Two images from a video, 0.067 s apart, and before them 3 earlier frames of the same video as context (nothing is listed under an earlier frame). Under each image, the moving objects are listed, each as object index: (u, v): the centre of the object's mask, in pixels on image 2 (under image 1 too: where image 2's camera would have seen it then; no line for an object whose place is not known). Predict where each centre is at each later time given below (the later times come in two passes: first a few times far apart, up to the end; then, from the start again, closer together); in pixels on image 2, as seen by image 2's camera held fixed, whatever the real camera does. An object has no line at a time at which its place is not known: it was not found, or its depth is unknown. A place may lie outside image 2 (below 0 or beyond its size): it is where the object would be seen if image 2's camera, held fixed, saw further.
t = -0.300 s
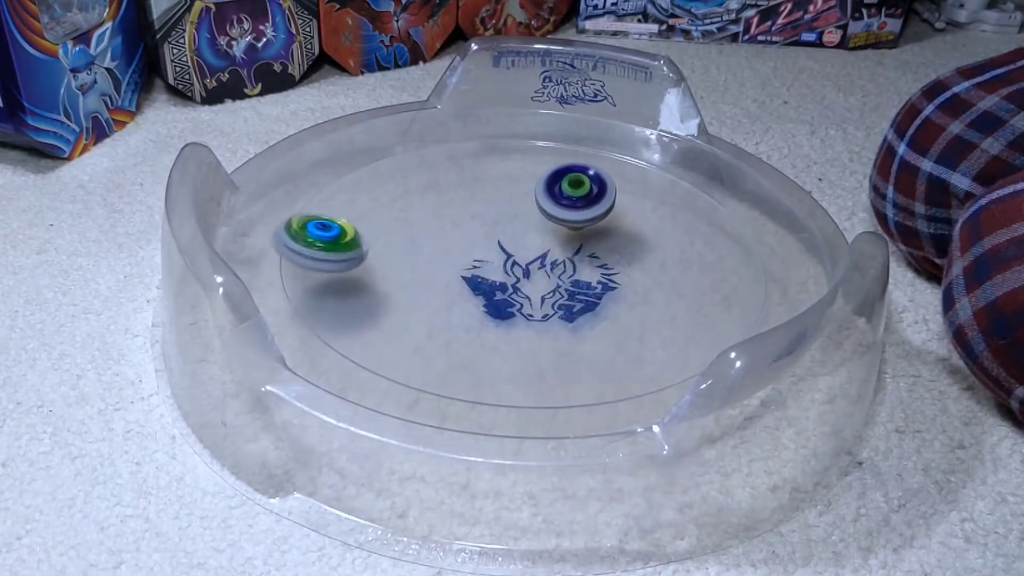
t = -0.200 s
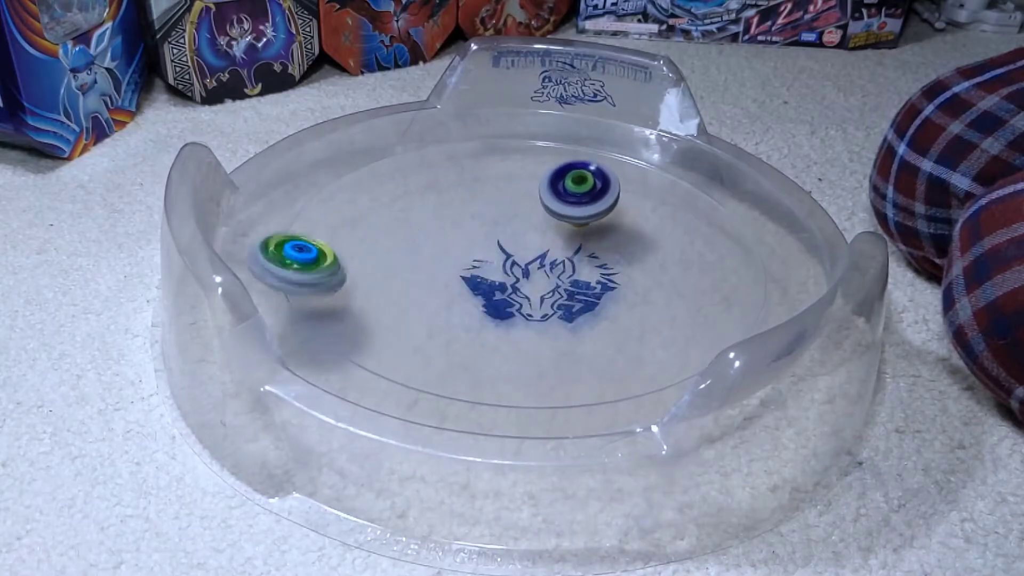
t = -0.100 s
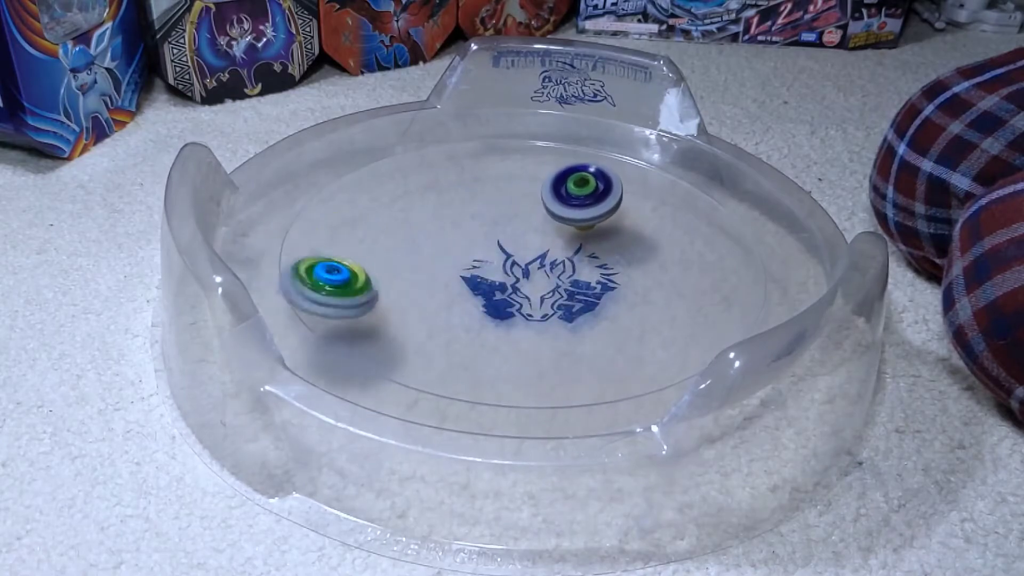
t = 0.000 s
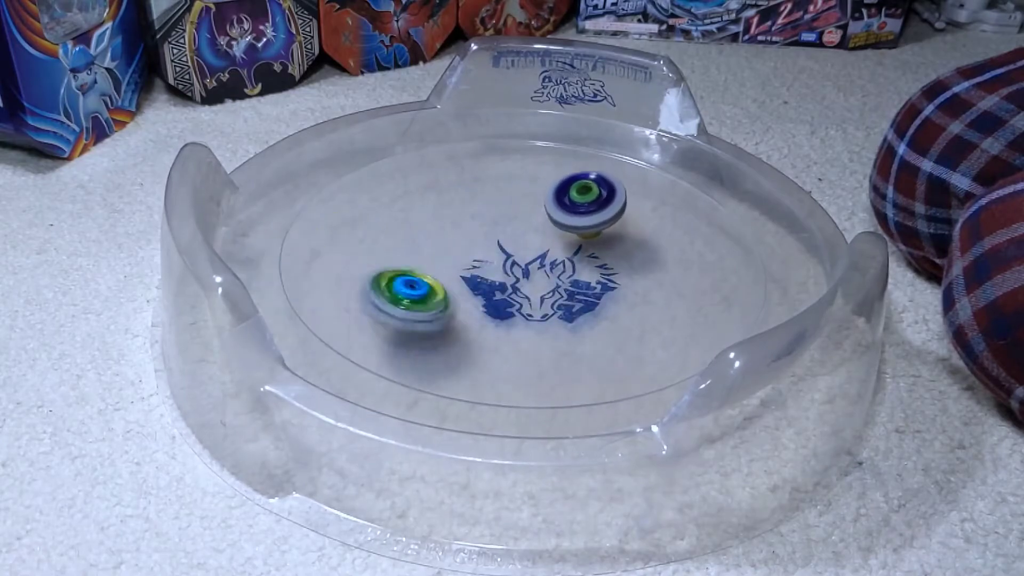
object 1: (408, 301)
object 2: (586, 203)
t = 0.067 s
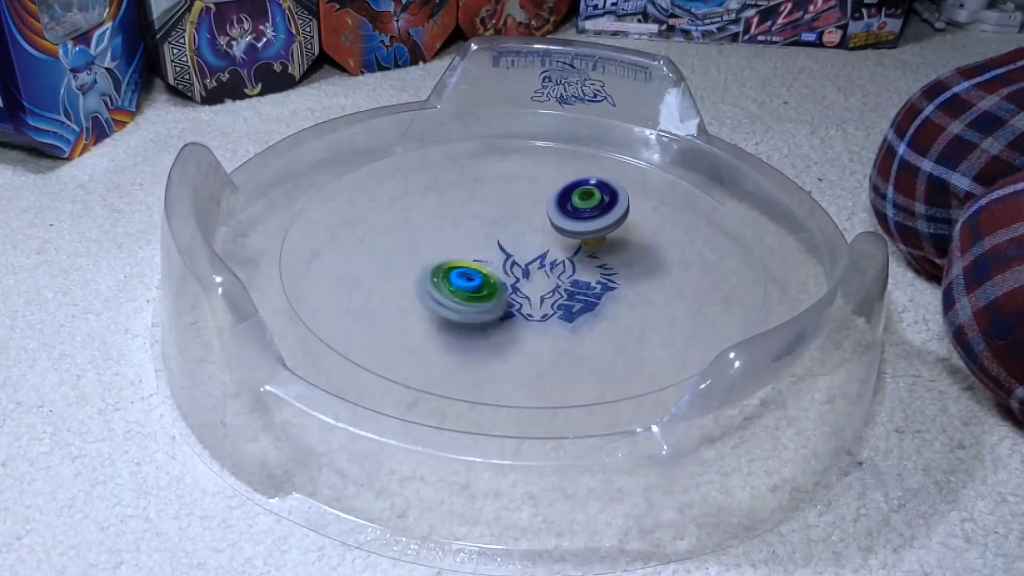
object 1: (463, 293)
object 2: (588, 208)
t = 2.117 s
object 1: (587, 250)
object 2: (473, 224)
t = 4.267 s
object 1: (485, 226)
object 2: (549, 259)
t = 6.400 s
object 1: (483, 328)
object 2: (587, 246)
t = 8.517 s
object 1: (690, 289)
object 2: (533, 225)
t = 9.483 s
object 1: (434, 298)
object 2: (559, 252)
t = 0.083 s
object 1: (474, 288)
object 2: (589, 210)
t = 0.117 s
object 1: (489, 275)
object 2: (590, 213)
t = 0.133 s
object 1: (495, 269)
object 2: (591, 214)
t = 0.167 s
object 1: (504, 253)
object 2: (592, 217)
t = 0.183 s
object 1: (506, 244)
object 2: (593, 219)
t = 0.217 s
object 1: (506, 227)
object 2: (595, 222)
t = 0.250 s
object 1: (501, 210)
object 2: (597, 225)
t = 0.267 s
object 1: (496, 202)
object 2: (598, 227)
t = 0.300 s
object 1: (484, 186)
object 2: (600, 230)
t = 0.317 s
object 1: (475, 179)
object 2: (601, 231)
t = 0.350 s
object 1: (459, 166)
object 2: (602, 235)
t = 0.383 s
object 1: (439, 157)
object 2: (603, 238)
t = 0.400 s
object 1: (430, 152)
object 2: (603, 239)
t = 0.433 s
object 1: (410, 146)
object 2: (604, 243)
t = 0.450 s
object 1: (401, 145)
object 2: (604, 244)
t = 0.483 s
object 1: (386, 150)
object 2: (604, 247)
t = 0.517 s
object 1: (379, 157)
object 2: (603, 250)
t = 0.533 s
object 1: (378, 162)
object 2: (603, 252)
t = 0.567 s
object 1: (378, 173)
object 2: (602, 255)
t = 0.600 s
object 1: (382, 187)
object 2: (601, 257)
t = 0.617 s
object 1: (385, 196)
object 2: (601, 259)
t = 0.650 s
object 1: (399, 214)
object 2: (598, 263)
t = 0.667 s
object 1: (408, 222)
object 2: (596, 265)
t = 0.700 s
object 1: (430, 237)
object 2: (590, 270)
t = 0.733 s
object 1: (458, 247)
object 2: (586, 274)
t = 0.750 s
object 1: (472, 251)
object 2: (583, 276)
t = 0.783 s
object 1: (502, 255)
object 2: (578, 280)
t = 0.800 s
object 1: (514, 253)
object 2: (576, 282)
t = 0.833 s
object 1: (541, 247)
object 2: (571, 285)
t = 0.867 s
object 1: (571, 241)
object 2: (566, 289)
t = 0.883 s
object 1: (584, 238)
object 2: (563, 290)
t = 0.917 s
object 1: (604, 229)
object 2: (559, 293)
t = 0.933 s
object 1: (613, 222)
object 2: (556, 294)
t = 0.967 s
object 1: (626, 208)
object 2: (553, 296)
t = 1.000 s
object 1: (634, 192)
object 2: (549, 298)
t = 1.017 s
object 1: (635, 184)
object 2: (547, 298)
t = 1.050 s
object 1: (638, 168)
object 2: (544, 300)
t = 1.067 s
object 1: (636, 161)
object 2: (542, 300)
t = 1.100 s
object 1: (631, 149)
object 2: (537, 300)
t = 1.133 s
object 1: (614, 146)
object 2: (533, 300)
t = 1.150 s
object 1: (608, 145)
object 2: (530, 299)
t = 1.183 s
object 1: (593, 142)
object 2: (526, 298)
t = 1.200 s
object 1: (586, 143)
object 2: (523, 297)
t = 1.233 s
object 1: (572, 147)
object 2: (519, 295)
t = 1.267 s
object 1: (559, 156)
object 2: (514, 292)
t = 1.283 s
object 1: (552, 161)
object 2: (511, 292)
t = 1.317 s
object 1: (538, 175)
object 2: (507, 290)
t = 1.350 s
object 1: (528, 192)
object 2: (503, 288)
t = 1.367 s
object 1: (525, 201)
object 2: (500, 287)
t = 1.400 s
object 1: (525, 219)
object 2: (496, 285)
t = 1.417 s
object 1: (527, 227)
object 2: (494, 284)
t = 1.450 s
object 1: (536, 241)
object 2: (490, 283)
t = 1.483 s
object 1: (550, 256)
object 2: (485, 280)
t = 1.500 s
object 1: (559, 263)
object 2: (483, 279)
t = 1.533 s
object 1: (577, 274)
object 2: (480, 276)
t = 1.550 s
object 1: (590, 278)
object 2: (479, 275)
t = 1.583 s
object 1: (615, 285)
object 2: (476, 272)
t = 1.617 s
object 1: (642, 288)
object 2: (474, 270)
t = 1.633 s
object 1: (656, 287)
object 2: (473, 269)
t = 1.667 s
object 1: (685, 284)
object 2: (471, 266)
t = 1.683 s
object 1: (697, 281)
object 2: (470, 265)
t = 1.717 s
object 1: (722, 274)
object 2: (469, 262)
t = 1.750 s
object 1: (746, 265)
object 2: (468, 259)
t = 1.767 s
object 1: (756, 259)
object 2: (467, 257)
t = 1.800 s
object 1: (755, 250)
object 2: (467, 254)
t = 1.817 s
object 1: (751, 247)
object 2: (467, 253)
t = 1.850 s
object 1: (747, 239)
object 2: (467, 250)
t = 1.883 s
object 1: (739, 233)
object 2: (466, 247)
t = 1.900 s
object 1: (735, 231)
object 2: (466, 245)
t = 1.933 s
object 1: (721, 229)
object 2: (467, 241)
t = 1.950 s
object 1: (712, 228)
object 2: (467, 238)
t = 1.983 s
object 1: (690, 227)
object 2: (468, 234)
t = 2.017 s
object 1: (664, 229)
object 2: (469, 231)
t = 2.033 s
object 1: (650, 231)
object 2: (469, 230)
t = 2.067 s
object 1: (622, 237)
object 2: (471, 228)
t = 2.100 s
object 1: (599, 245)
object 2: (472, 225)
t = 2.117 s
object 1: (587, 250)
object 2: (473, 224)
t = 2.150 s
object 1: (568, 261)
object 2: (474, 222)
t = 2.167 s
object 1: (557, 268)
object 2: (475, 221)
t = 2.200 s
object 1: (544, 279)
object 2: (477, 219)
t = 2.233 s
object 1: (534, 293)
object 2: (480, 218)
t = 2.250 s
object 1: (531, 300)
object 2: (481, 217)
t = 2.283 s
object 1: (529, 313)
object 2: (485, 216)
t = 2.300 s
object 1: (530, 319)
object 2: (486, 216)
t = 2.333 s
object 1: (536, 330)
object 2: (489, 215)
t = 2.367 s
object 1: (547, 340)
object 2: (493, 214)
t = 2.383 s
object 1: (557, 345)
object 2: (494, 214)
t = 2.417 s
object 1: (579, 351)
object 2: (498, 214)
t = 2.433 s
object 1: (590, 353)
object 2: (501, 214)
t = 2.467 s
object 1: (617, 356)
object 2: (505, 213)
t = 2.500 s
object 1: (639, 356)
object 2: (510, 213)
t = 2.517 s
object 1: (645, 353)
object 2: (512, 213)
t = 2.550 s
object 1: (655, 347)
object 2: (517, 213)
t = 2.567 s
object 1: (660, 343)
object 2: (520, 214)
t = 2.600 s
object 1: (662, 333)
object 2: (525, 214)
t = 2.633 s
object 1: (658, 323)
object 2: (530, 214)
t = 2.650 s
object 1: (653, 317)
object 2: (533, 214)
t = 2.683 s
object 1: (642, 305)
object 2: (538, 214)
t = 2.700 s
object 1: (633, 301)
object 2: (541, 214)
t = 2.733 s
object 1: (612, 291)
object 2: (546, 214)
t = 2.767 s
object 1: (589, 283)
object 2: (552, 214)
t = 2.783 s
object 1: (578, 279)
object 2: (555, 214)
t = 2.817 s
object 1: (552, 274)
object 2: (563, 216)
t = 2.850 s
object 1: (526, 269)
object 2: (570, 218)
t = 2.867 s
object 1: (511, 269)
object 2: (573, 218)
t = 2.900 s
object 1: (485, 266)
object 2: (577, 220)
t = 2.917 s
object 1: (471, 266)
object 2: (579, 221)
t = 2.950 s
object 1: (444, 266)
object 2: (582, 222)
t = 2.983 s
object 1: (420, 268)
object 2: (585, 223)
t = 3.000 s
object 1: (409, 269)
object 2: (586, 224)
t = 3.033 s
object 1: (388, 274)
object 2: (588, 225)
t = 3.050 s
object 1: (379, 277)
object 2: (589, 226)
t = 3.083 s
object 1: (366, 286)
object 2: (591, 228)
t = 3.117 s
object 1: (360, 296)
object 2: (593, 229)
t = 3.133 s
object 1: (360, 302)
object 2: (594, 230)
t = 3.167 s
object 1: (366, 314)
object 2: (596, 233)
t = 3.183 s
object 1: (373, 318)
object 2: (597, 234)
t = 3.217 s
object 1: (394, 327)
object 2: (598, 236)
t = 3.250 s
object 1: (422, 332)
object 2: (599, 238)
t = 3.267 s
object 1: (437, 333)
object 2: (599, 239)
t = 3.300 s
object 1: (465, 332)
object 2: (599, 242)
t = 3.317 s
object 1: (476, 330)
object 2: (599, 243)
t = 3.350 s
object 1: (499, 323)
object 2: (599, 246)
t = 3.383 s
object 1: (513, 313)
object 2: (599, 249)
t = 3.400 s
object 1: (520, 307)
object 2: (599, 251)
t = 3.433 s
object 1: (526, 294)
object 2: (598, 253)
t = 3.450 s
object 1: (524, 287)
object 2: (601, 254)
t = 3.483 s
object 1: (498, 269)
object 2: (635, 249)
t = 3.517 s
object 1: (478, 254)
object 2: (663, 251)
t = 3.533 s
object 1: (468, 245)
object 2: (674, 252)
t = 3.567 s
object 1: (455, 229)
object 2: (689, 253)
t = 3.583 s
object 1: (447, 222)
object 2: (693, 253)
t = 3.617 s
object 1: (434, 208)
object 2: (696, 252)
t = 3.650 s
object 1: (421, 195)
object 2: (694, 251)
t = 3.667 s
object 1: (413, 189)
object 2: (693, 250)
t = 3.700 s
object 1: (399, 178)
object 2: (689, 248)
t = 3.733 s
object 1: (385, 168)
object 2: (683, 246)
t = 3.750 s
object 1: (379, 164)
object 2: (680, 246)
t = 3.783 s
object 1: (366, 154)
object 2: (672, 245)
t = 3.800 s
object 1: (365, 155)
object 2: (667, 245)
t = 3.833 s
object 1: (366, 160)
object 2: (658, 245)
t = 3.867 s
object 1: (368, 162)
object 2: (648, 246)
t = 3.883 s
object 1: (368, 162)
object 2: (644, 246)
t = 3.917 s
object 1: (366, 162)
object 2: (634, 247)
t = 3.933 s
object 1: (366, 163)
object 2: (629, 247)
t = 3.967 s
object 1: (366, 164)
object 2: (619, 248)
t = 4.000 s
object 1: (369, 168)
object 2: (609, 250)
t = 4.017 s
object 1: (371, 171)
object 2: (605, 251)
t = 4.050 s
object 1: (376, 175)
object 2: (596, 252)
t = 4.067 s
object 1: (380, 180)
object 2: (591, 253)
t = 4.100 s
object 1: (391, 188)
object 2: (584, 254)
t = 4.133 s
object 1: (403, 199)
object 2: (576, 255)
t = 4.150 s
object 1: (412, 204)
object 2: (572, 256)
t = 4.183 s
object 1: (431, 215)
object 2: (565, 257)
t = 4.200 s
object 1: (442, 218)
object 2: (562, 258)
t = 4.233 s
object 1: (465, 225)
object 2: (556, 259)
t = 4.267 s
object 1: (485, 226)
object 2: (549, 259)
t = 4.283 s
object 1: (495, 225)
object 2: (546, 260)
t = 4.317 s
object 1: (516, 221)
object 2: (541, 260)
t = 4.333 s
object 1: (529, 219)
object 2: (539, 261)
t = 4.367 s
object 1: (550, 218)
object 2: (533, 261)
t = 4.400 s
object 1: (569, 217)
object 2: (530, 261)
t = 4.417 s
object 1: (576, 215)
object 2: (527, 261)
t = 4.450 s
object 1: (594, 207)
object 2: (522, 261)
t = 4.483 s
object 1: (606, 198)
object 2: (517, 261)
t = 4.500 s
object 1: (612, 194)
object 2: (515, 261)
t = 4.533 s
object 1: (621, 184)
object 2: (511, 260)
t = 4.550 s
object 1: (624, 179)
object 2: (508, 260)
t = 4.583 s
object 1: (633, 169)
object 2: (504, 259)
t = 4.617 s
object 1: (636, 160)
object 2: (500, 259)
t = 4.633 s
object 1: (636, 156)
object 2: (499, 258)
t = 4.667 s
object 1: (637, 151)
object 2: (495, 257)
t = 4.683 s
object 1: (633, 152)
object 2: (493, 257)
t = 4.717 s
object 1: (627, 154)
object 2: (490, 256)
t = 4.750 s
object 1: (620, 157)
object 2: (487, 254)
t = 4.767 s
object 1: (618, 159)
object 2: (485, 254)
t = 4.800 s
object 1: (611, 166)
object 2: (482, 253)
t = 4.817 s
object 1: (607, 169)
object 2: (481, 252)
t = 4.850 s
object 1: (600, 176)
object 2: (478, 250)
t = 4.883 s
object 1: (590, 188)
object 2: (477, 249)
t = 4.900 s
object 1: (586, 194)
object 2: (476, 248)
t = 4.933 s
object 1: (582, 208)
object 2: (474, 246)
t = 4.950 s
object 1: (579, 215)
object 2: (474, 245)
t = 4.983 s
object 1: (579, 227)
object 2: (473, 243)
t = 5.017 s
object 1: (581, 240)
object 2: (472, 241)
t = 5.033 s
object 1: (583, 246)
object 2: (472, 240)
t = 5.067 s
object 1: (589, 258)
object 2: (472, 238)
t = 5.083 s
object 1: (592, 263)
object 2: (472, 237)
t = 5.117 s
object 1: (602, 274)
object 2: (473, 235)
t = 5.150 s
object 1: (613, 283)
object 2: (475, 233)
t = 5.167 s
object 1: (620, 287)
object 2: (476, 233)
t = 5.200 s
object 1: (634, 295)
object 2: (478, 231)
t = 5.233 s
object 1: (651, 300)
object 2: (480, 229)
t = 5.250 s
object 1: (658, 302)
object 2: (481, 228)
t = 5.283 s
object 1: (677, 305)
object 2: (484, 227)
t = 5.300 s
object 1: (686, 305)
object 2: (486, 226)
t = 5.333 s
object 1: (702, 305)
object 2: (489, 225)
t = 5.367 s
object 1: (722, 306)
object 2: (494, 225)
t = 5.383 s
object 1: (730, 305)
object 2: (496, 225)
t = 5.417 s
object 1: (741, 302)
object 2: (501, 225)
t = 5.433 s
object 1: (743, 302)
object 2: (502, 225)
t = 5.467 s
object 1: (747, 297)
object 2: (505, 224)
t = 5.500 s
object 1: (742, 295)
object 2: (507, 223)
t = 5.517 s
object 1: (738, 294)
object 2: (508, 223)
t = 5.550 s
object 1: (732, 290)
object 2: (511, 222)
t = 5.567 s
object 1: (725, 291)
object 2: (513, 221)
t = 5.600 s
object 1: (709, 288)
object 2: (517, 221)
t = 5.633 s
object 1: (691, 285)
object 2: (520, 221)
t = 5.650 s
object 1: (680, 283)
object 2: (523, 220)
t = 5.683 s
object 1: (658, 282)
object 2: (527, 220)
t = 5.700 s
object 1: (647, 281)
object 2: (529, 220)
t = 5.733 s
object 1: (625, 282)
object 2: (533, 220)
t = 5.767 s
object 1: (601, 283)
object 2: (536, 221)
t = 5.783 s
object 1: (591, 284)
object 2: (538, 220)
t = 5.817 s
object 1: (568, 286)
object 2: (542, 221)
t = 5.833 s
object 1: (558, 286)
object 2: (544, 221)
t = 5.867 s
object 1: (536, 289)
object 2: (548, 222)
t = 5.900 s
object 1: (516, 292)
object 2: (552, 222)
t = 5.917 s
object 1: (505, 293)
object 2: (553, 223)
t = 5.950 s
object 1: (484, 296)
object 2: (557, 224)
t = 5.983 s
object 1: (468, 299)
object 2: (561, 225)
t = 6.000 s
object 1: (457, 301)
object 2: (563, 226)
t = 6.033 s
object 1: (441, 305)
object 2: (566, 227)
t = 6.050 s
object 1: (435, 307)
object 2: (568, 228)
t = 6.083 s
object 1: (422, 313)
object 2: (570, 229)
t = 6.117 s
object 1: (412, 319)
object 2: (574, 231)
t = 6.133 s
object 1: (409, 323)
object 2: (575, 232)
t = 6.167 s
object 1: (409, 330)
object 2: (578, 234)
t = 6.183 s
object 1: (411, 334)
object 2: (579, 235)
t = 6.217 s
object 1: (415, 339)
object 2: (581, 236)
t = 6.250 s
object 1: (424, 341)
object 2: (583, 238)
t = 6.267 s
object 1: (430, 342)
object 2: (583, 239)
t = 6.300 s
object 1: (439, 341)
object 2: (585, 241)
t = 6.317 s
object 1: (444, 341)
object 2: (586, 242)
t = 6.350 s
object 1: (460, 336)
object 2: (586, 244)
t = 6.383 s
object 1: (476, 331)
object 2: (587, 246)
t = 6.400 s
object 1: (483, 328)
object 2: (587, 246)
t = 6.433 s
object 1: (489, 319)
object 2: (587, 249)
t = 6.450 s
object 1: (491, 315)
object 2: (586, 250)
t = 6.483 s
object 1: (496, 305)
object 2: (586, 252)
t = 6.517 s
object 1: (497, 295)
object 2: (585, 253)
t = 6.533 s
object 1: (496, 290)
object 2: (585, 254)
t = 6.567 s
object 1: (494, 278)
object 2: (584, 256)
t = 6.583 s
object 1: (492, 272)
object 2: (583, 257)
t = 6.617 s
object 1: (489, 261)
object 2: (582, 259)
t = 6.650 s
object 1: (483, 250)
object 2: (580, 260)
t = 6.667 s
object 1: (479, 244)
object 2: (579, 261)
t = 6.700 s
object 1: (472, 233)
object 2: (576, 263)
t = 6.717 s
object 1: (468, 228)
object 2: (574, 264)
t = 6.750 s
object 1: (459, 218)
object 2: (571, 265)
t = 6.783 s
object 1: (447, 208)
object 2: (569, 266)
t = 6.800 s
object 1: (441, 203)
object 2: (567, 267)
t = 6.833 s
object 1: (429, 195)
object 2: (563, 268)
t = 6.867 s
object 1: (415, 188)
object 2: (560, 269)
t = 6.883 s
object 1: (408, 186)
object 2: (558, 269)
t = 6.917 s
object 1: (395, 184)
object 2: (555, 270)
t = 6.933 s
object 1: (390, 185)
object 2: (553, 270)
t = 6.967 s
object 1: (383, 190)
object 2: (549, 271)
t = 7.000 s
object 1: (381, 197)
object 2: (546, 272)
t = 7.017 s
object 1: (383, 202)
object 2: (544, 272)
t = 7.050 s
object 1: (392, 212)
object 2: (540, 272)
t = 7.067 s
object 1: (399, 218)
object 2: (538, 272)
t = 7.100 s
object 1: (416, 228)
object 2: (534, 272)
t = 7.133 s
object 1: (434, 234)
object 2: (531, 272)
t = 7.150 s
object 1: (444, 239)
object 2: (529, 271)
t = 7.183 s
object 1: (459, 239)
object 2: (526, 271)
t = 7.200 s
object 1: (467, 238)
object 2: (523, 271)
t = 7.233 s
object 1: (485, 235)
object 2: (520, 270)
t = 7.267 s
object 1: (511, 231)
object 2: (517, 270)
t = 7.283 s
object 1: (523, 232)
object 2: (515, 269)
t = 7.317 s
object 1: (543, 231)
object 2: (512, 268)
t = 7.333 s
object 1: (551, 232)
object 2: (510, 267)
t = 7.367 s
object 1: (565, 230)
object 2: (506, 265)
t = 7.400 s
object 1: (580, 225)
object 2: (503, 263)
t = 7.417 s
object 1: (587, 223)
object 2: (502, 262)
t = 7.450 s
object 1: (600, 215)
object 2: (499, 260)
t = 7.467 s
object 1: (606, 211)
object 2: (498, 259)
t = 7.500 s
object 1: (615, 202)
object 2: (495, 258)
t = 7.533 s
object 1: (621, 192)
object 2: (493, 256)
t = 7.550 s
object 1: (623, 188)
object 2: (492, 255)
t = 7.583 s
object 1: (622, 178)
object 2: (490, 253)
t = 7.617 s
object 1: (618, 172)
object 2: (489, 251)
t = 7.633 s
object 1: (615, 169)
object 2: (488, 251)
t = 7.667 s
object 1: (608, 169)
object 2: (487, 249)
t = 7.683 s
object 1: (604, 169)
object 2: (487, 248)
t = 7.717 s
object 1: (595, 172)
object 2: (487, 246)
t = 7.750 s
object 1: (586, 179)
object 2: (487, 244)
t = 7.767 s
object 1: (581, 183)
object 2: (487, 243)
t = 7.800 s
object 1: (573, 193)
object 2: (488, 241)
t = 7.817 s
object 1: (570, 199)
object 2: (489, 240)
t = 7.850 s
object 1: (566, 211)
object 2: (490, 238)
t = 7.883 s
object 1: (566, 221)
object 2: (491, 236)
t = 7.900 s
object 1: (568, 228)
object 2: (493, 235)
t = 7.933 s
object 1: (571, 239)
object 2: (495, 234)
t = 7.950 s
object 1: (571, 245)
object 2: (496, 233)
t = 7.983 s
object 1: (575, 255)
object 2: (496, 232)
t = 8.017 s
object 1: (581, 265)
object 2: (496, 229)
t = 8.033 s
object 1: (586, 270)
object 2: (497, 228)
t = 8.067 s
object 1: (595, 279)
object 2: (499, 227)
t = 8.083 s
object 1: (601, 284)
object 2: (500, 226)
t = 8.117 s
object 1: (611, 292)
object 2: (502, 226)
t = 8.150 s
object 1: (623, 299)
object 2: (504, 225)
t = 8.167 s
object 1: (630, 301)
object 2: (505, 225)
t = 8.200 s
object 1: (644, 305)
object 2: (506, 224)
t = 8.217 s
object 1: (652, 306)
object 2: (506, 224)
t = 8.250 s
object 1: (671, 308)
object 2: (508, 224)
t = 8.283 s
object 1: (687, 308)
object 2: (510, 224)
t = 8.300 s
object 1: (695, 307)
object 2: (511, 224)
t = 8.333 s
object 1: (709, 305)
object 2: (514, 223)
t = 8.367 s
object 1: (715, 302)
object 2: (516, 223)
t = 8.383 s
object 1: (715, 302)
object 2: (518, 223)
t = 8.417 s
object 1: (714, 299)
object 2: (522, 223)
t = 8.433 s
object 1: (712, 298)
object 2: (524, 223)
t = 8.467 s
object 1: (706, 294)
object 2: (528, 224)
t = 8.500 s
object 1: (696, 291)
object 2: (531, 225)
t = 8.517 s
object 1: (690, 289)
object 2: (533, 225)
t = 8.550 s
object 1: (675, 285)
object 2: (536, 226)
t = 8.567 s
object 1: (668, 284)
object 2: (537, 225)
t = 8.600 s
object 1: (646, 283)
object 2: (540, 227)
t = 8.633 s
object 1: (626, 283)
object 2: (543, 228)
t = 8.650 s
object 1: (615, 283)
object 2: (545, 228)
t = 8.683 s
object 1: (596, 283)
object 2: (548, 229)
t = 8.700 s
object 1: (586, 283)
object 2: (549, 230)
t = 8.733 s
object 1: (565, 283)
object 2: (552, 227)
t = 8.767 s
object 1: (545, 287)
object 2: (555, 223)
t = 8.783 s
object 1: (534, 288)
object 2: (557, 221)
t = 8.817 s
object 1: (516, 289)
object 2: (561, 219)
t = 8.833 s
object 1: (506, 289)
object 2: (563, 219)
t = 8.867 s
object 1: (487, 290)
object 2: (566, 219)
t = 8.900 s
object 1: (468, 290)
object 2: (567, 220)
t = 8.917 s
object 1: (461, 291)
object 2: (567, 221)
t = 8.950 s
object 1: (442, 291)
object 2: (567, 222)
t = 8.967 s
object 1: (433, 291)
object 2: (567, 223)
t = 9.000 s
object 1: (415, 291)
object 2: (566, 224)
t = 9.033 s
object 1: (399, 292)
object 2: (566, 226)
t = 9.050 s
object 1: (390, 292)
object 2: (566, 227)
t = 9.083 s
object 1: (376, 293)
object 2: (566, 229)
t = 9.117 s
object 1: (363, 295)
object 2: (565, 230)
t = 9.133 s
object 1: (357, 296)
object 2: (565, 231)
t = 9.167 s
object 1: (347, 299)
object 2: (564, 234)
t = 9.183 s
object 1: (342, 301)
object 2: (564, 235)
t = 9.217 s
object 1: (340, 304)
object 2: (563, 237)
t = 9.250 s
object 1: (342, 304)
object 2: (562, 239)
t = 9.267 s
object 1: (343, 305)
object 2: (562, 240)
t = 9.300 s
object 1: (350, 306)
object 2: (562, 242)
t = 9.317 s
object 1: (355, 305)
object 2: (561, 243)
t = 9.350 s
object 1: (368, 306)
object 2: (561, 245)
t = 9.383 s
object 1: (384, 306)
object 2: (560, 247)
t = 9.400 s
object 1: (393, 305)
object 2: (560, 247)
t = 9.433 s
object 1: (412, 303)
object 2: (559, 249)
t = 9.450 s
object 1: (420, 302)
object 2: (559, 250)
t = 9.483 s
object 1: (434, 298)
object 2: (559, 252)
